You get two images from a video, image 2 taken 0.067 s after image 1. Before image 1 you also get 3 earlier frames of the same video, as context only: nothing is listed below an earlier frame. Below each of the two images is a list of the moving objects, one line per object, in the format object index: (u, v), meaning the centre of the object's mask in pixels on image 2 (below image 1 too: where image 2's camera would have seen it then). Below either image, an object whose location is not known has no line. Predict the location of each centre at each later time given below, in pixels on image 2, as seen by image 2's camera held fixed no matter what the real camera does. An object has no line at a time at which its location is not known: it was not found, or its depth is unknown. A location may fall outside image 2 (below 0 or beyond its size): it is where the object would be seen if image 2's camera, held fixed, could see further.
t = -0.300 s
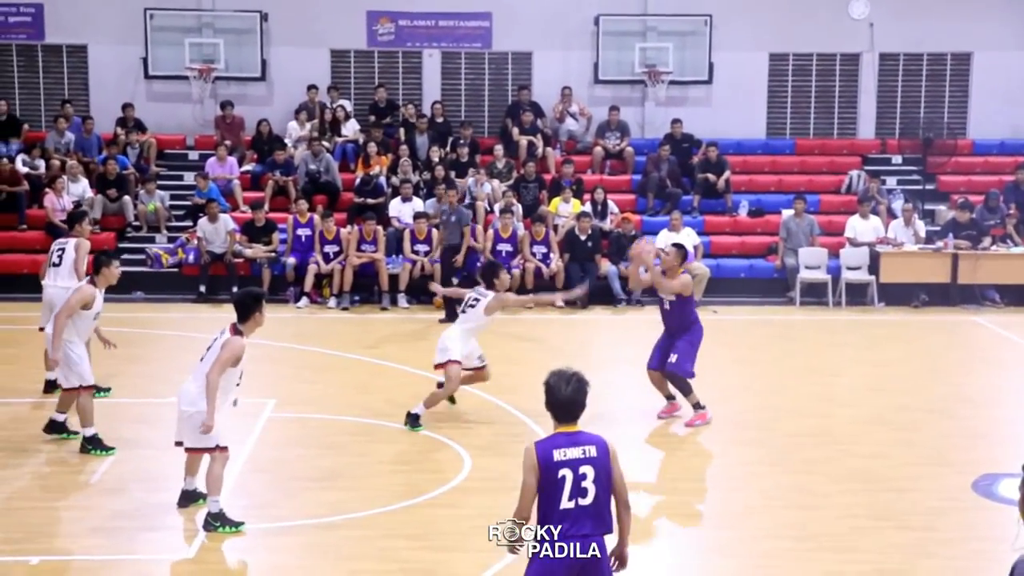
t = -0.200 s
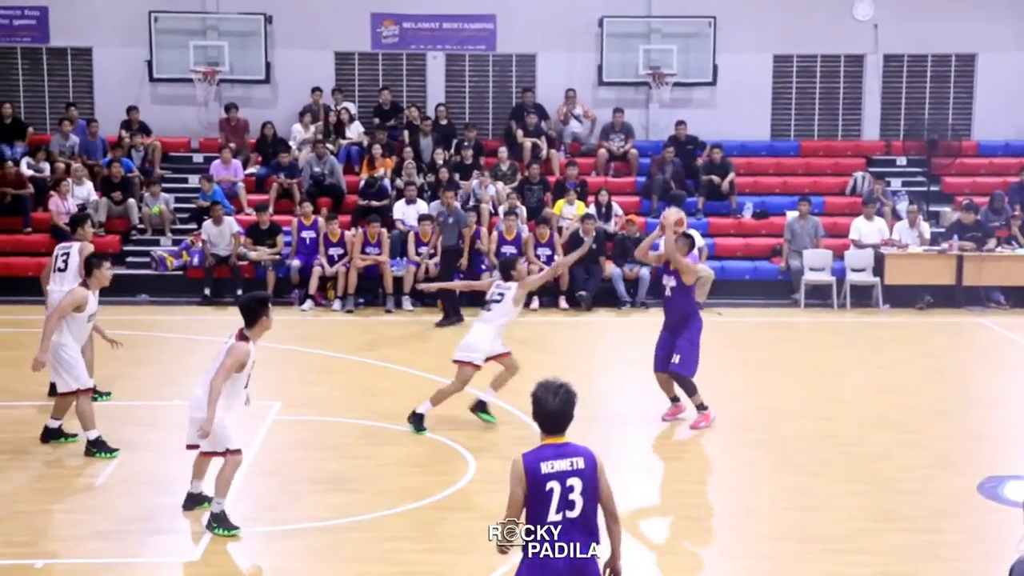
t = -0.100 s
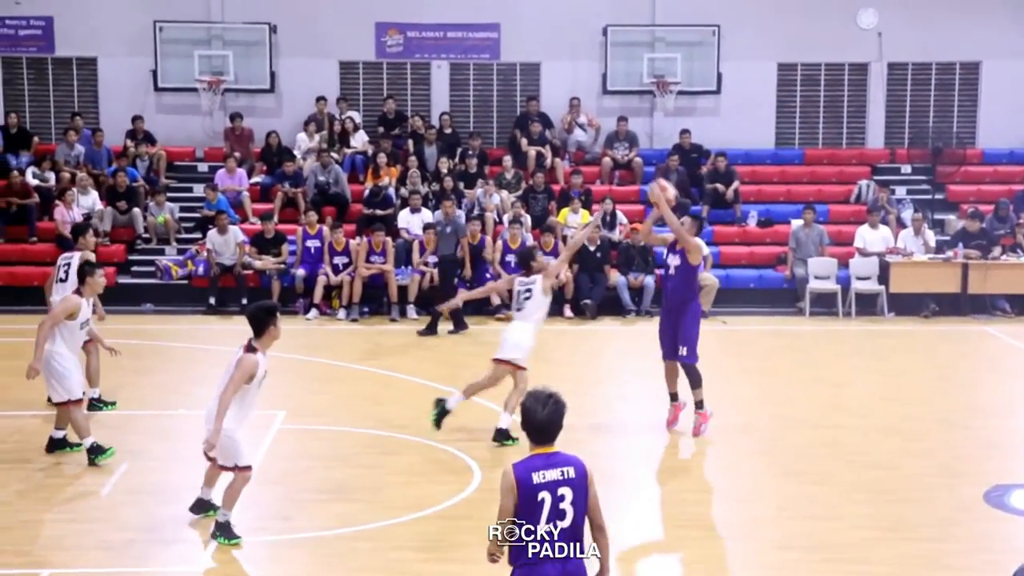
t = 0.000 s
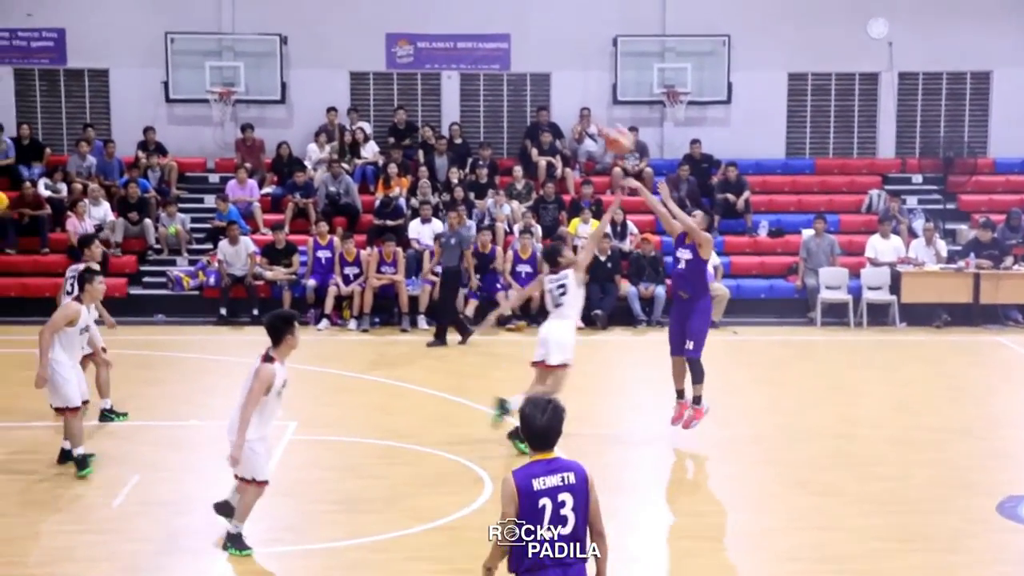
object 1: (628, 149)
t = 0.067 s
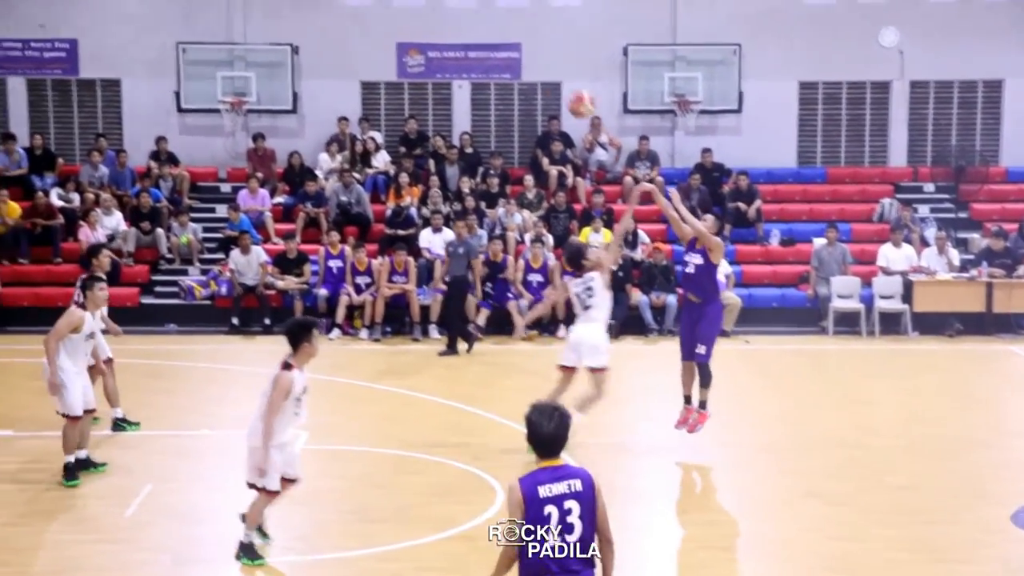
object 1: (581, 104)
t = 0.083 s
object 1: (569, 93)
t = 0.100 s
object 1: (558, 84)
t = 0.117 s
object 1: (547, 74)
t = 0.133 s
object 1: (535, 64)
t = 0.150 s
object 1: (523, 54)
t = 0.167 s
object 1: (511, 45)
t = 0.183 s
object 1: (498, 36)
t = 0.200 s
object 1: (487, 27)
